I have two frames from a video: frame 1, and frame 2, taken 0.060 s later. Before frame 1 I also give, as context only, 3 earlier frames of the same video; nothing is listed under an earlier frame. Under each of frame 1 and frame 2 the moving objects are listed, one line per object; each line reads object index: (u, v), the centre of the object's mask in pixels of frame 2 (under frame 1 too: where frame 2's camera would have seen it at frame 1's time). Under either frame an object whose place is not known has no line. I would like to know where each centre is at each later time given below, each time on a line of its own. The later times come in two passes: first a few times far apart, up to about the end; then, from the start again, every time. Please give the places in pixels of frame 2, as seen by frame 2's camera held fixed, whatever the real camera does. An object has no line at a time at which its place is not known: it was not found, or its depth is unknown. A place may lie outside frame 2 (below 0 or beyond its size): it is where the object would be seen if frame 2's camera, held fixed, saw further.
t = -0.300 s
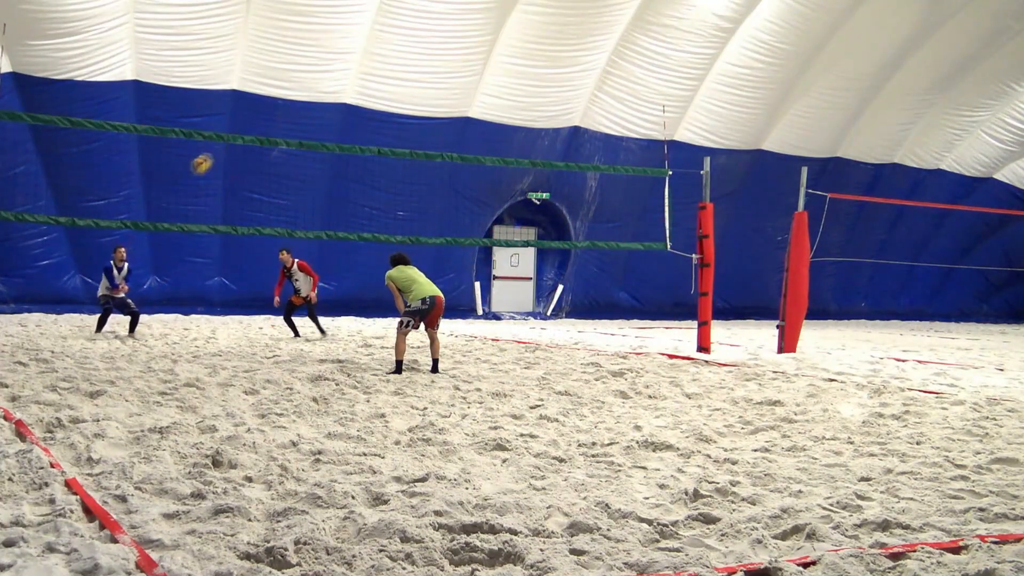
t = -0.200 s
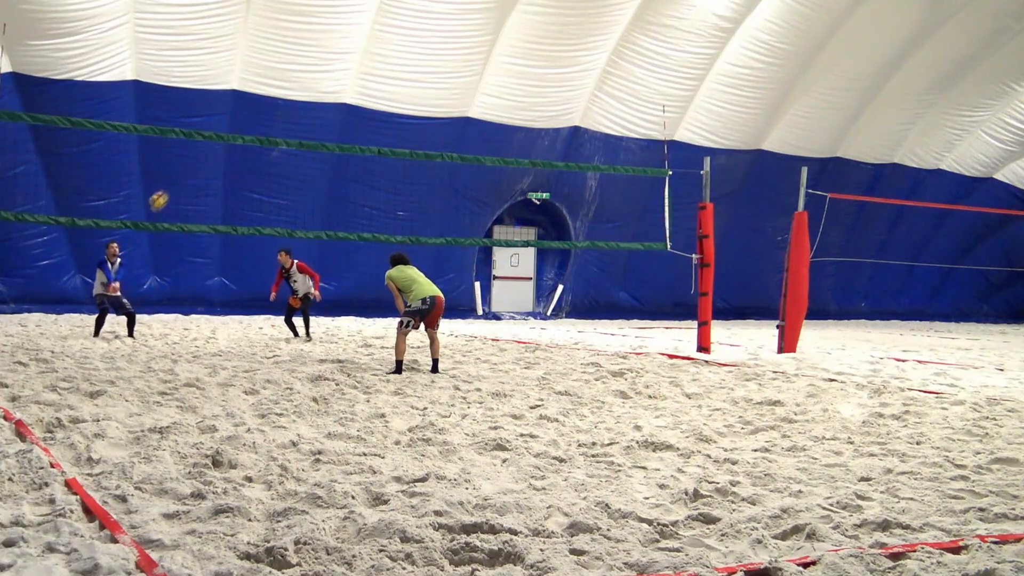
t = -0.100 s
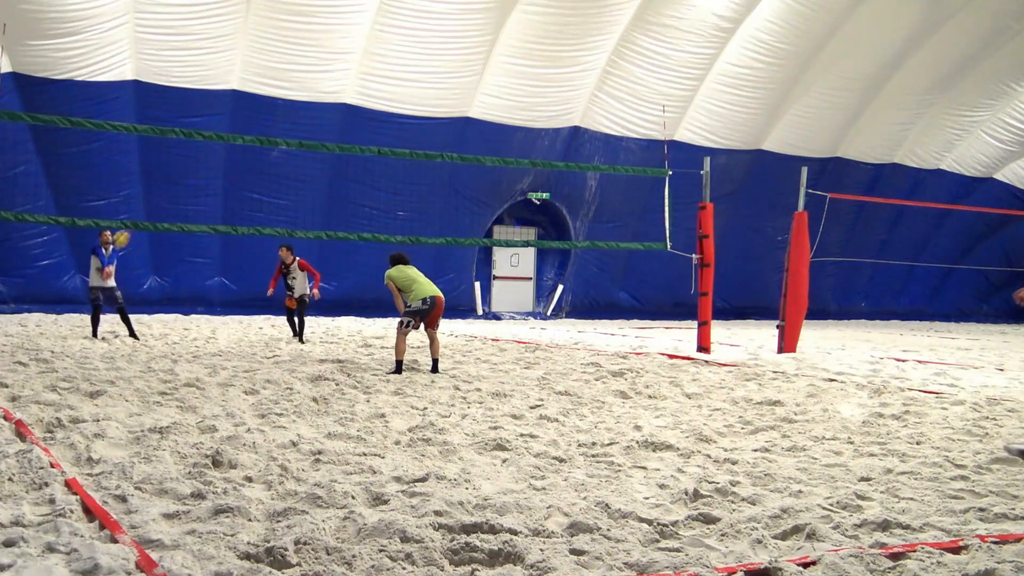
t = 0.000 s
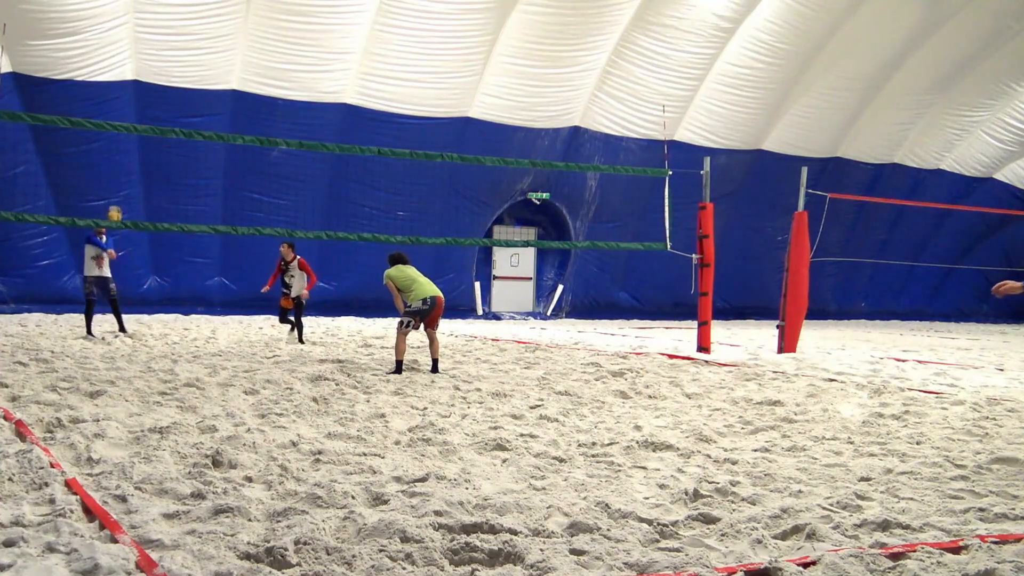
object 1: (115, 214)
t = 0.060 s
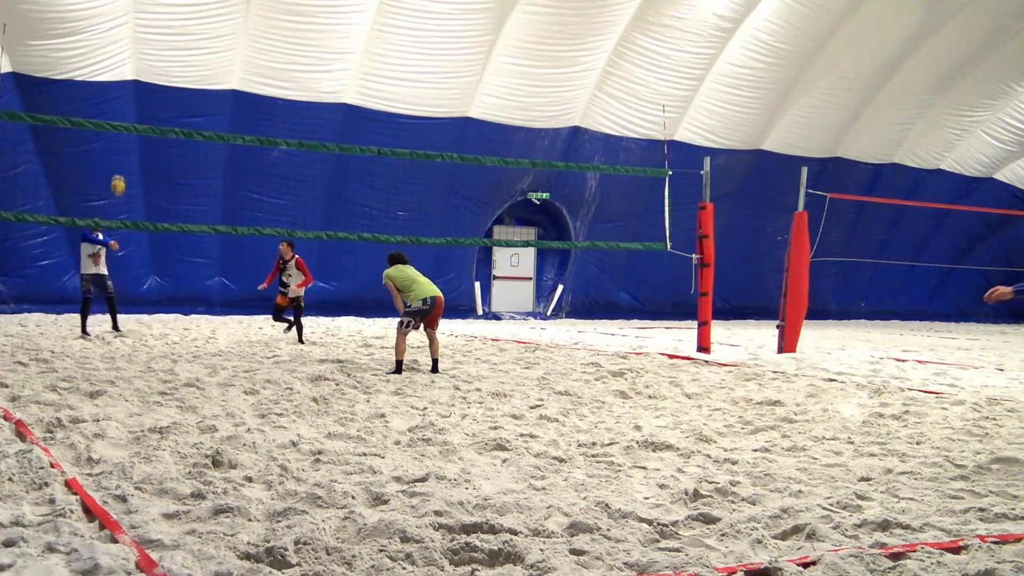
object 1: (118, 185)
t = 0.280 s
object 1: (132, 94)
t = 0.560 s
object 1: (148, 23)
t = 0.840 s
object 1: (166, 7)
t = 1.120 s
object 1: (184, 49)
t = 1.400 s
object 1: (204, 155)
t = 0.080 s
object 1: (119, 176)
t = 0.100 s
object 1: (120, 167)
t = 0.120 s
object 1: (122, 158)
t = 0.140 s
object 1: (123, 149)
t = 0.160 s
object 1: (124, 141)
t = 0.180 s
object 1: (125, 137)
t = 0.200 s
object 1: (128, 119)
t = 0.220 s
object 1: (128, 115)
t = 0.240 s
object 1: (129, 108)
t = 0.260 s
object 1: (130, 101)
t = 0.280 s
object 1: (132, 94)
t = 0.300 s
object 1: (133, 88)
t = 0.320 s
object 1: (134, 82)
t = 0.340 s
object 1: (135, 76)
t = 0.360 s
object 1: (135, 69)
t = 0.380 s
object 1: (137, 63)
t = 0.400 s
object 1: (138, 58)
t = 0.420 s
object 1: (140, 52)
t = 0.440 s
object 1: (141, 47)
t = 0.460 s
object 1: (142, 42)
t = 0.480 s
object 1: (143, 38)
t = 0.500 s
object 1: (144, 34)
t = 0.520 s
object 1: (146, 30)
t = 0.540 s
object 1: (147, 27)
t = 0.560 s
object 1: (148, 23)
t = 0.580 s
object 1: (150, 20)
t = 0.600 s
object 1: (151, 17)
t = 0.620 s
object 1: (152, 15)
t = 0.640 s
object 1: (153, 12)
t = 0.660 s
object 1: (155, 10)
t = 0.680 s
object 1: (156, 9)
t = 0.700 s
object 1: (157, 7)
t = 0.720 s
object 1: (159, 7)
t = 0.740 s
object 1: (160, 6)
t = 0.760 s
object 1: (161, 6)
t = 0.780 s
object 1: (162, 6)
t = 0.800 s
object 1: (164, 6)
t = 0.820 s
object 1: (165, 6)
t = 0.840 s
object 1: (166, 7)
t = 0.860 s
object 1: (167, 7)
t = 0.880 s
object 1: (169, 8)
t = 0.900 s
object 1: (170, 10)
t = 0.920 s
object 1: (171, 12)
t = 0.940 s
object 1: (172, 13)
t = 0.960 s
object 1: (174, 16)
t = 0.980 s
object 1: (175, 19)
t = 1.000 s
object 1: (176, 22)
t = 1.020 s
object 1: (178, 26)
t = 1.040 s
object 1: (179, 30)
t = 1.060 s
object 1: (180, 34)
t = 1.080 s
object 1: (181, 38)
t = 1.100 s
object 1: (183, 43)
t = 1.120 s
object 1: (184, 49)
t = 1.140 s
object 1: (185, 53)
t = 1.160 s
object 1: (187, 60)
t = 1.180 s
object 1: (188, 66)
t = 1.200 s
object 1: (189, 72)
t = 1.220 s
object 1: (190, 80)
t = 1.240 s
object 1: (192, 88)
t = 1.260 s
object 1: (194, 95)
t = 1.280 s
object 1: (195, 101)
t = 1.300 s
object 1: (196, 109)
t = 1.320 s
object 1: (198, 118)
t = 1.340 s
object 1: (199, 124)
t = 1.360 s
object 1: (200, 128)
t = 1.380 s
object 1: (202, 148)
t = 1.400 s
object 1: (204, 155)
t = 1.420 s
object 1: (205, 165)
